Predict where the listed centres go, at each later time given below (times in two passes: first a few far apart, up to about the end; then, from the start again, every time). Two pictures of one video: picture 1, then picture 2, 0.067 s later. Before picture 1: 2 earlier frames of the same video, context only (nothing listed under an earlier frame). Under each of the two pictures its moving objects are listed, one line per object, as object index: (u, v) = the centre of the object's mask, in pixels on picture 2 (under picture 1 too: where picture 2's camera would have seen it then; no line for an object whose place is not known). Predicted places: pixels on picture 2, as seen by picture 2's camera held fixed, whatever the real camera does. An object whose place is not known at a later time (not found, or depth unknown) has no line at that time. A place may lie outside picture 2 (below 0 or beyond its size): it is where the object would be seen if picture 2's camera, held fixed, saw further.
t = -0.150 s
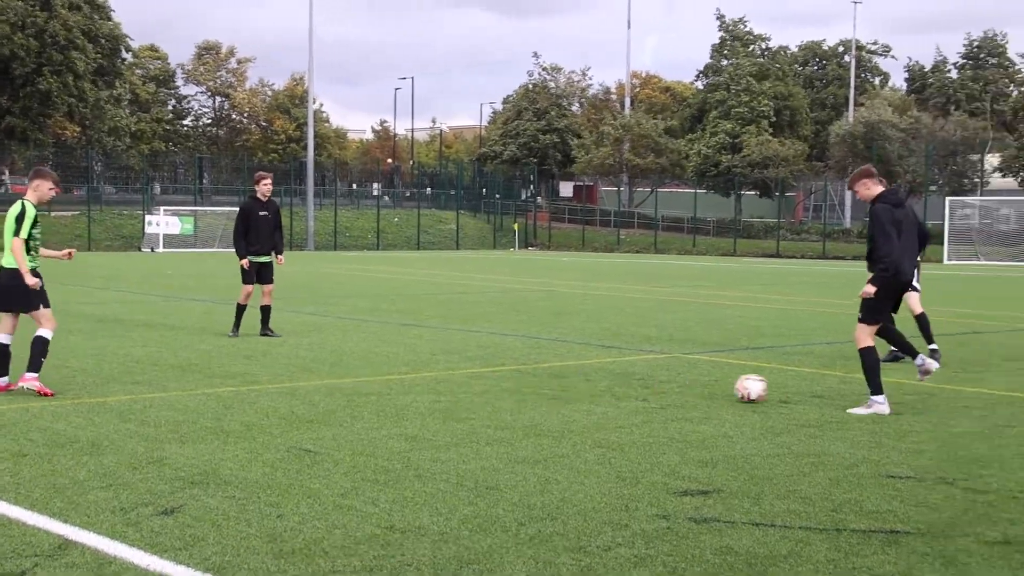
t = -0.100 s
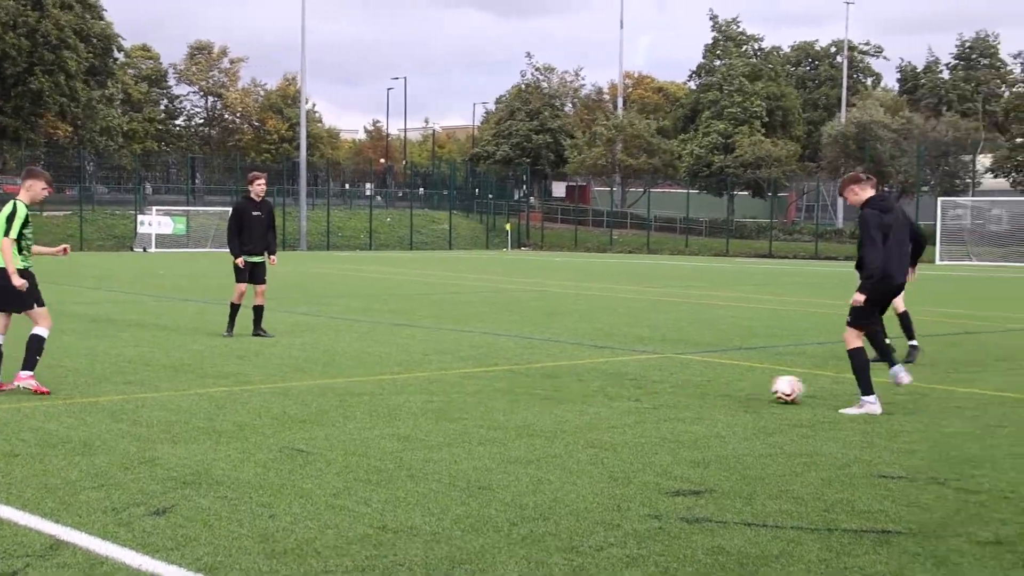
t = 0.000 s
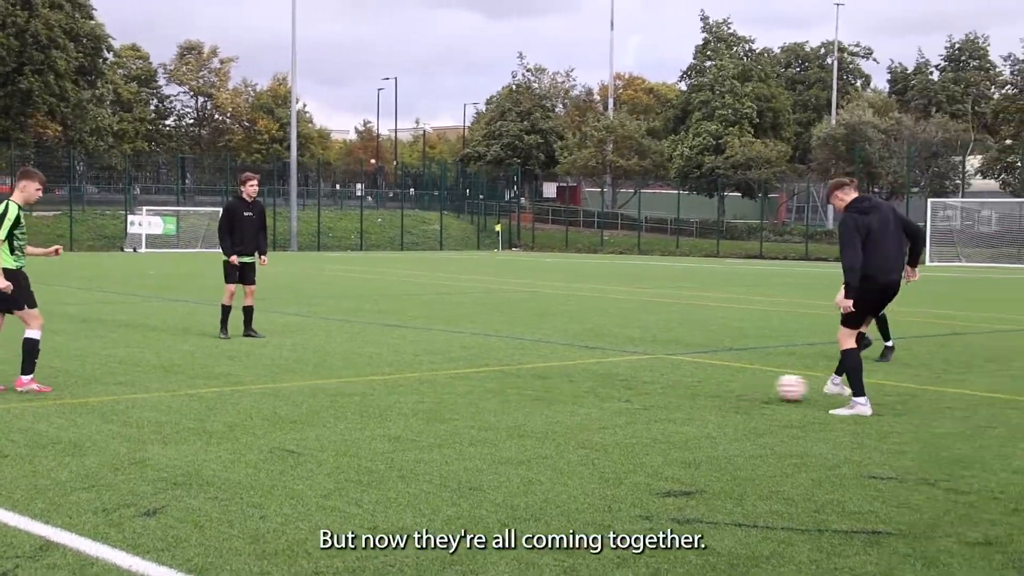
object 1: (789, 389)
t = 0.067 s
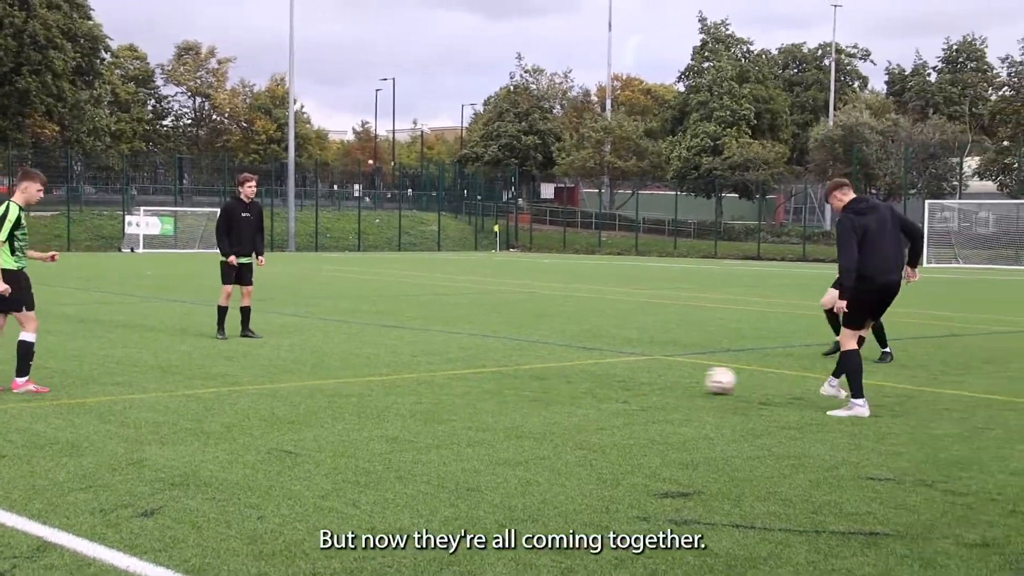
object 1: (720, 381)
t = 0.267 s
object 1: (550, 364)
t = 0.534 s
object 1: (385, 347)
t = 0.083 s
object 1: (703, 379)
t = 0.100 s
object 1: (687, 378)
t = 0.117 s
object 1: (672, 377)
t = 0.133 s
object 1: (657, 375)
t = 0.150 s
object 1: (642, 374)
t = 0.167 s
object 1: (628, 372)
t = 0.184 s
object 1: (615, 371)
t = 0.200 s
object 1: (602, 369)
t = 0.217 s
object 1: (588, 367)
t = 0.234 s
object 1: (575, 365)
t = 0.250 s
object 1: (563, 364)
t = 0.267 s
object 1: (550, 364)
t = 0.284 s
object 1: (538, 362)
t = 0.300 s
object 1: (525, 361)
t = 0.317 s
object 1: (514, 360)
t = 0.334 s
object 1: (503, 359)
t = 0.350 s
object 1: (492, 357)
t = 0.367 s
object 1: (482, 356)
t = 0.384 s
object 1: (470, 355)
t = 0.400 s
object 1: (460, 354)
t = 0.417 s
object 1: (450, 354)
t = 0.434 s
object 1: (441, 353)
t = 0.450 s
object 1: (431, 352)
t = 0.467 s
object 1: (421, 351)
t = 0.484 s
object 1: (412, 349)
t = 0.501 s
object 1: (403, 348)
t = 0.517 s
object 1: (394, 347)
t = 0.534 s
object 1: (385, 347)
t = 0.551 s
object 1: (377, 346)
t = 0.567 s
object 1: (368, 345)
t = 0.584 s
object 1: (360, 344)
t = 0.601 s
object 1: (353, 343)
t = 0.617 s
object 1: (345, 342)
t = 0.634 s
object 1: (338, 341)
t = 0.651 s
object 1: (330, 341)
